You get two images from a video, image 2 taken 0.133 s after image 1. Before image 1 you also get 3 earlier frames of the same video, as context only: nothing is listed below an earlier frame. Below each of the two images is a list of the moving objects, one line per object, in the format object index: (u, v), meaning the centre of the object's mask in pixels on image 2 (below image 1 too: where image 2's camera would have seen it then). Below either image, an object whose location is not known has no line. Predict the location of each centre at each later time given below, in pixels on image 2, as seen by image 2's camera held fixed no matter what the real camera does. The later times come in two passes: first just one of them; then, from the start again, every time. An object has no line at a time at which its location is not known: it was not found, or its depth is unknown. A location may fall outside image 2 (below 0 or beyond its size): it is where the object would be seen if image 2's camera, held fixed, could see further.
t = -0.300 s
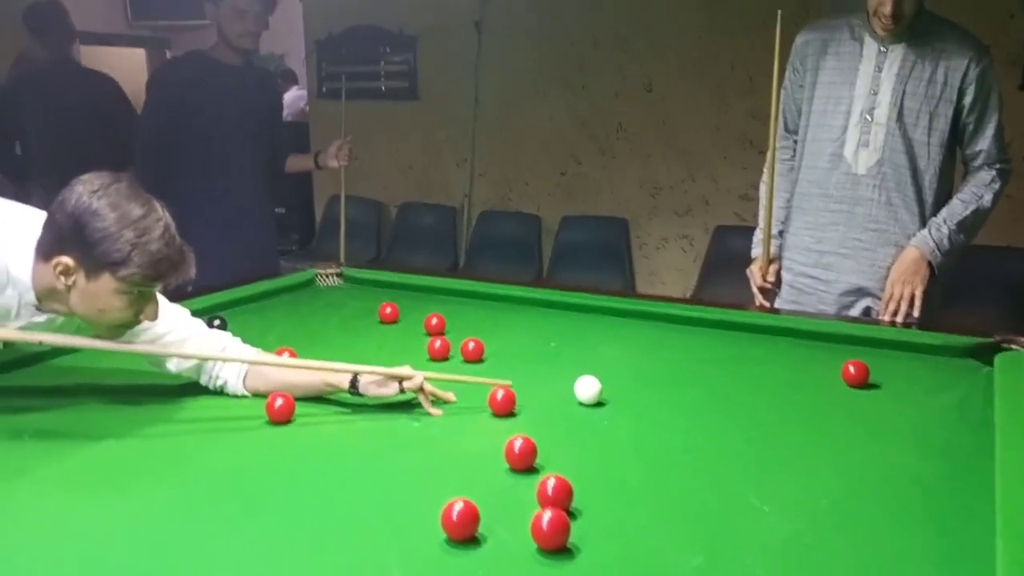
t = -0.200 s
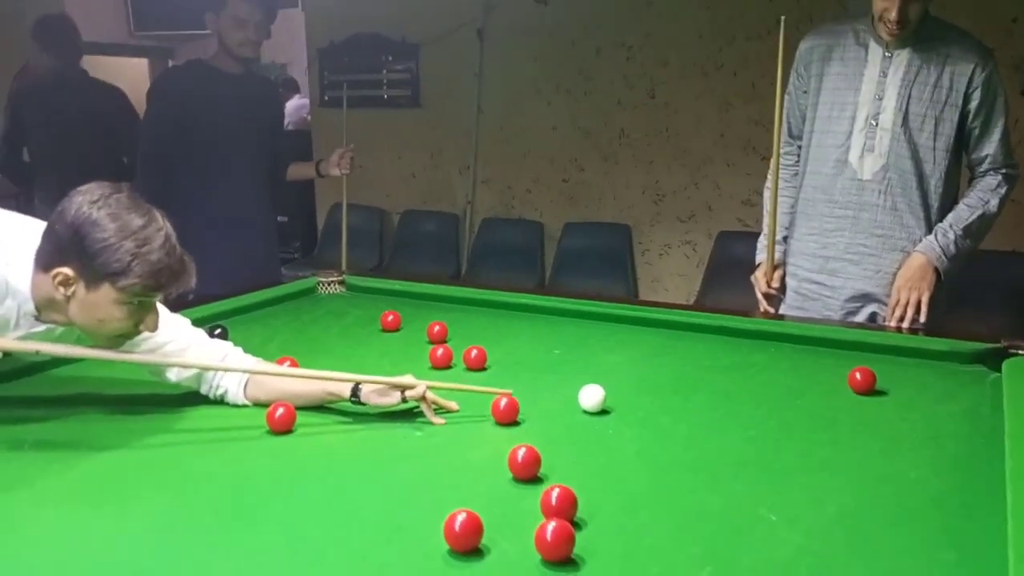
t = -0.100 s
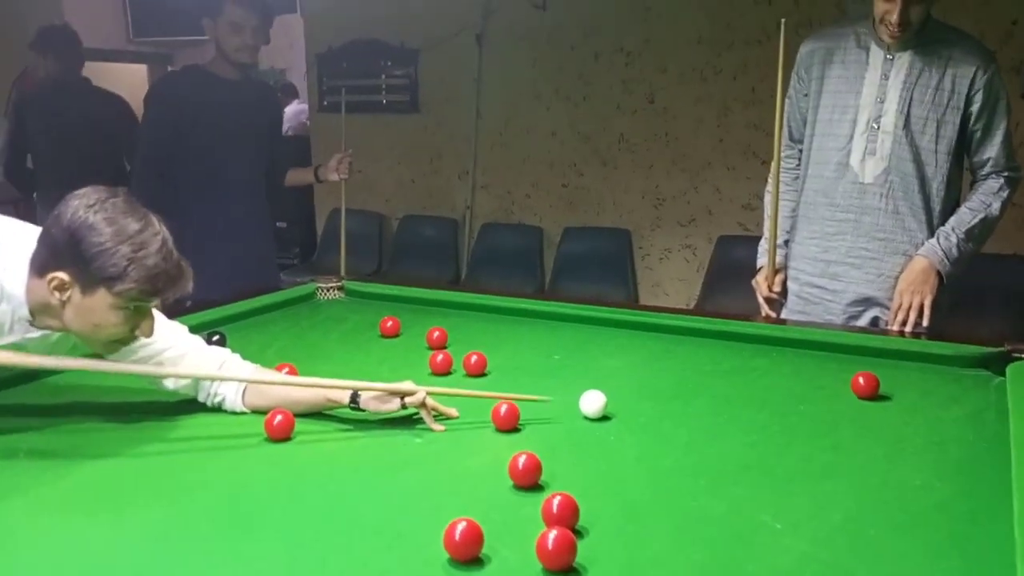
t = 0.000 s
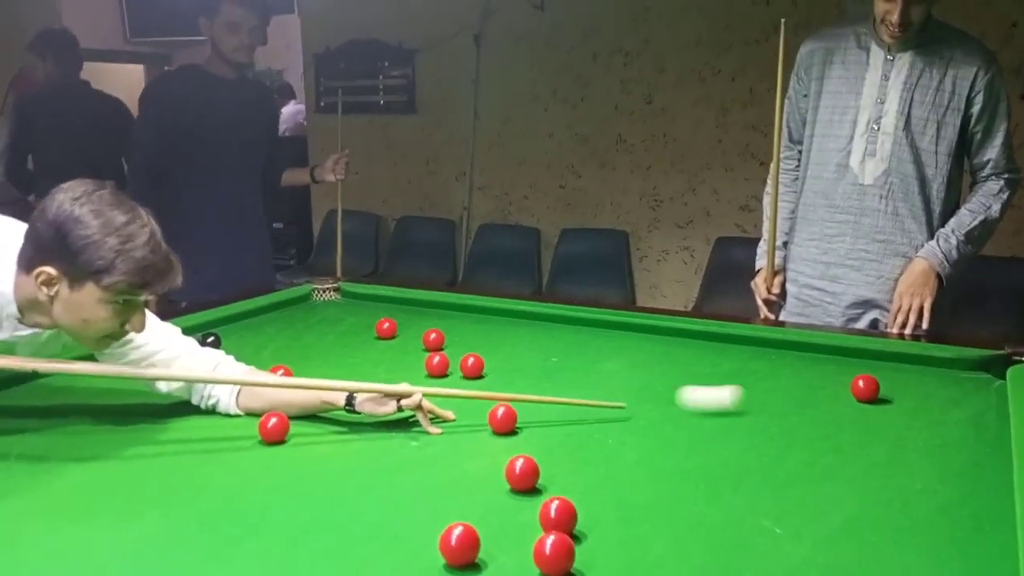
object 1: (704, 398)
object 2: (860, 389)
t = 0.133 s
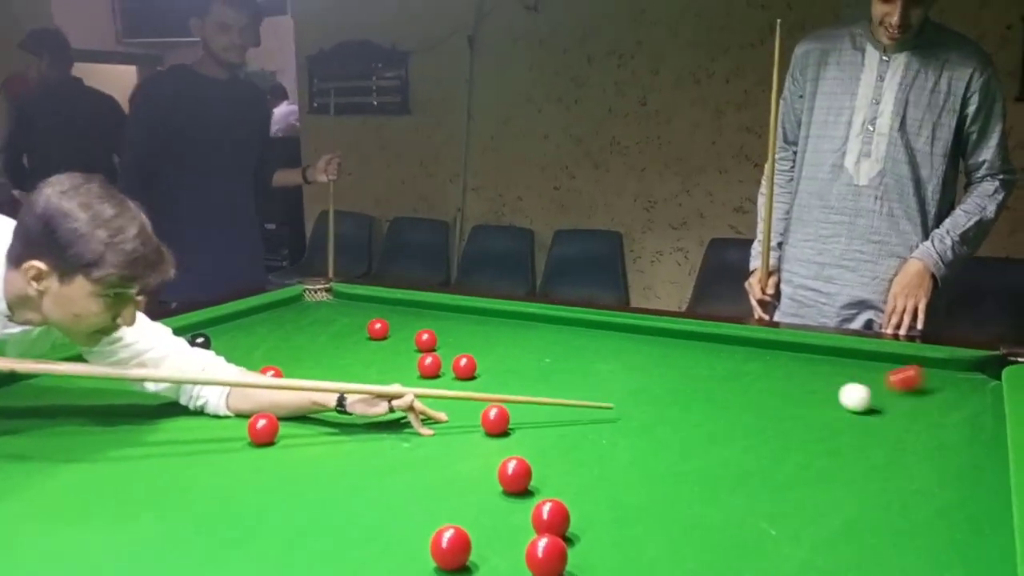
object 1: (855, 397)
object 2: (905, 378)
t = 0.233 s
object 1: (897, 408)
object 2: (984, 364)
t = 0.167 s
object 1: (868, 401)
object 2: (935, 373)
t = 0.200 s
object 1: (882, 404)
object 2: (961, 368)
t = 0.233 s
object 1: (897, 408)
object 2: (984, 364)
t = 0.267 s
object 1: (914, 410)
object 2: (1008, 358)
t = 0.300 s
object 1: (933, 413)
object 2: (1032, 359)
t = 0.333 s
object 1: (951, 416)
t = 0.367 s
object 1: (970, 419)
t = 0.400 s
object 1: (982, 420)
